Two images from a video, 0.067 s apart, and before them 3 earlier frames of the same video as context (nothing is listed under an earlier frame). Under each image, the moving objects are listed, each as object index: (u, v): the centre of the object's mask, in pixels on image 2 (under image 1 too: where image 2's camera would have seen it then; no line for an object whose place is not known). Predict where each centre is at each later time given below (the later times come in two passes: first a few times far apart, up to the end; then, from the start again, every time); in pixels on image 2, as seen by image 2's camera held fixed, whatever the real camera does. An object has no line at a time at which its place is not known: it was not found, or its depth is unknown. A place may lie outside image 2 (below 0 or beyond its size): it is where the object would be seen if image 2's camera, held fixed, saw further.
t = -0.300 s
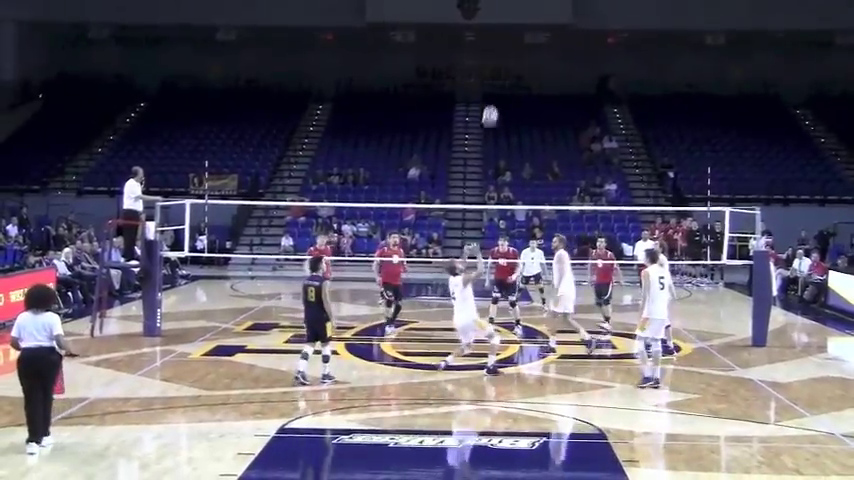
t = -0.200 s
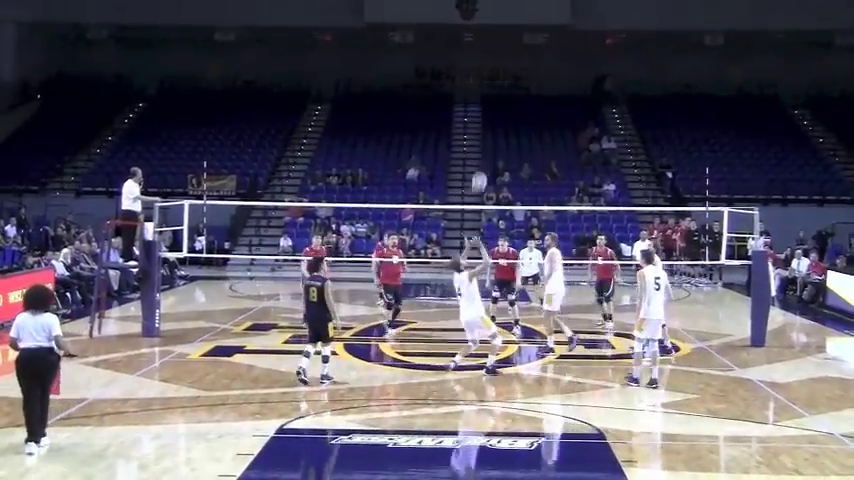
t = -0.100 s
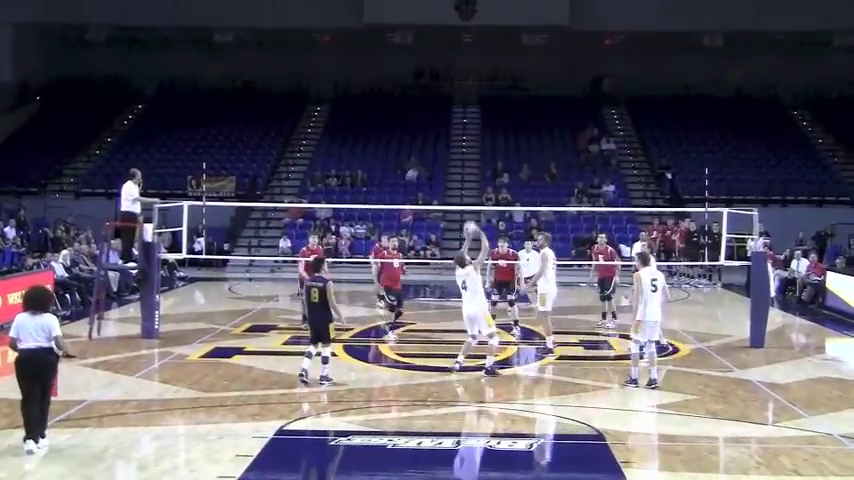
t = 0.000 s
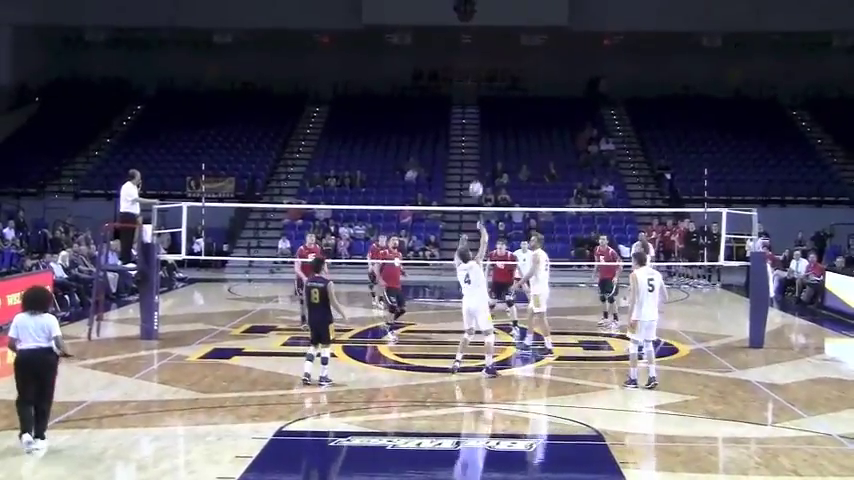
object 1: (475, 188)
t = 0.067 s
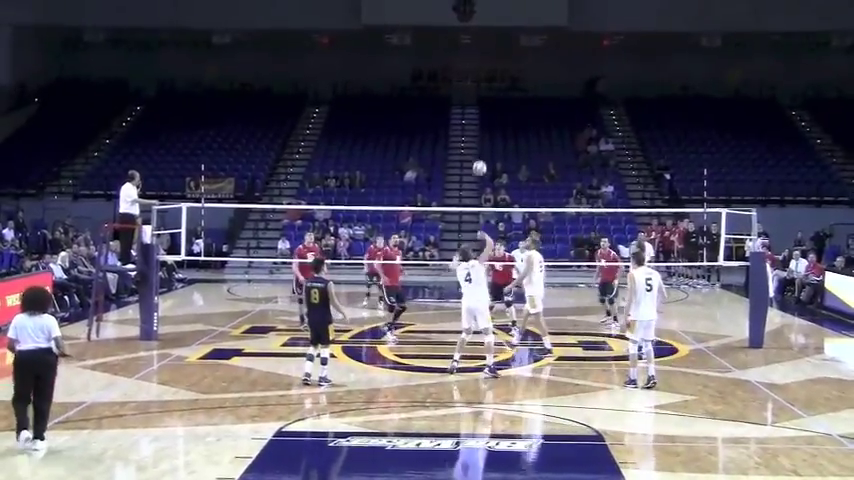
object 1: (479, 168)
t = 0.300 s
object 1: (491, 120)
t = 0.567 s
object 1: (502, 111)
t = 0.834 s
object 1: (512, 133)
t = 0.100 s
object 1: (481, 159)
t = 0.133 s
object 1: (483, 150)
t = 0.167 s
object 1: (485, 142)
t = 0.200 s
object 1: (486, 136)
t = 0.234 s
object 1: (488, 130)
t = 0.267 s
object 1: (489, 125)
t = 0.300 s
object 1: (491, 120)
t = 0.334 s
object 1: (492, 116)
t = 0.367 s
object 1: (494, 114)
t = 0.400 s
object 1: (495, 112)
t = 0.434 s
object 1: (496, 110)
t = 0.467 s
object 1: (498, 110)
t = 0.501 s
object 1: (499, 109)
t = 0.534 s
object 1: (501, 110)
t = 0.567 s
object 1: (502, 111)
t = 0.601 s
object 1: (503, 112)
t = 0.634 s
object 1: (504, 114)
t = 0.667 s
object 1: (505, 117)
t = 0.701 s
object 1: (506, 120)
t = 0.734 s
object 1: (507, 124)
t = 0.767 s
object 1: (508, 126)
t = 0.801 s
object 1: (510, 130)
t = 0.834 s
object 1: (512, 133)
